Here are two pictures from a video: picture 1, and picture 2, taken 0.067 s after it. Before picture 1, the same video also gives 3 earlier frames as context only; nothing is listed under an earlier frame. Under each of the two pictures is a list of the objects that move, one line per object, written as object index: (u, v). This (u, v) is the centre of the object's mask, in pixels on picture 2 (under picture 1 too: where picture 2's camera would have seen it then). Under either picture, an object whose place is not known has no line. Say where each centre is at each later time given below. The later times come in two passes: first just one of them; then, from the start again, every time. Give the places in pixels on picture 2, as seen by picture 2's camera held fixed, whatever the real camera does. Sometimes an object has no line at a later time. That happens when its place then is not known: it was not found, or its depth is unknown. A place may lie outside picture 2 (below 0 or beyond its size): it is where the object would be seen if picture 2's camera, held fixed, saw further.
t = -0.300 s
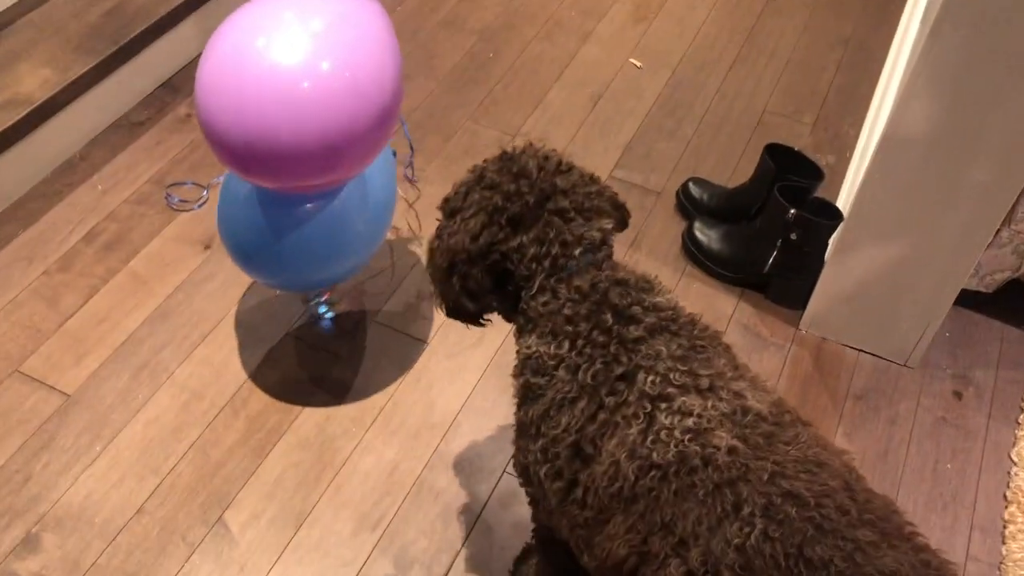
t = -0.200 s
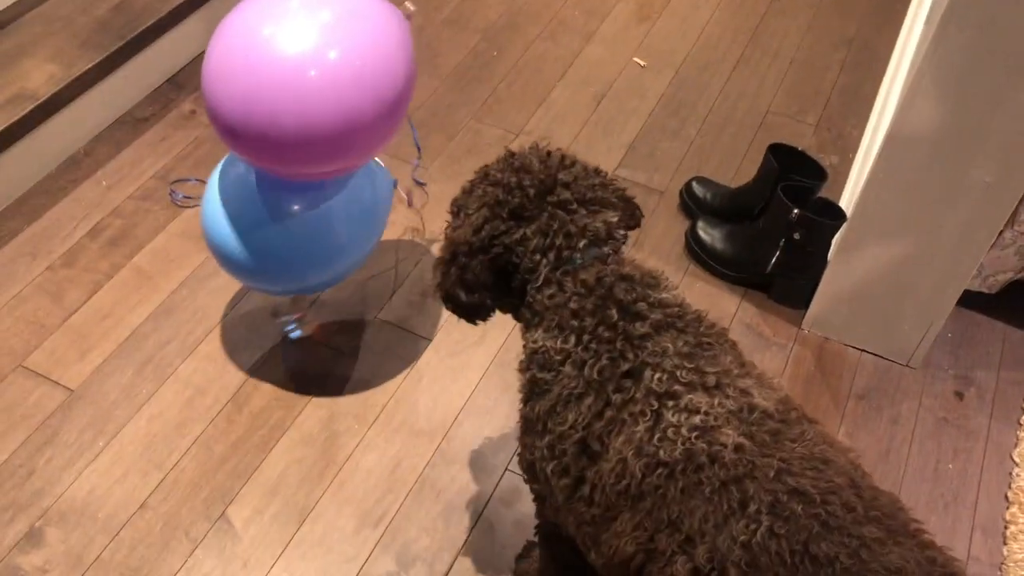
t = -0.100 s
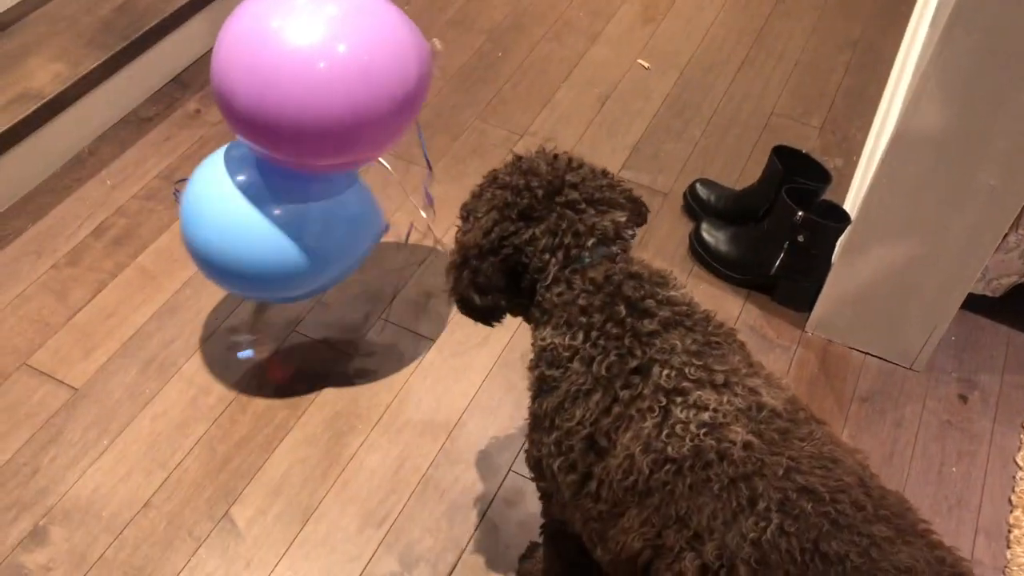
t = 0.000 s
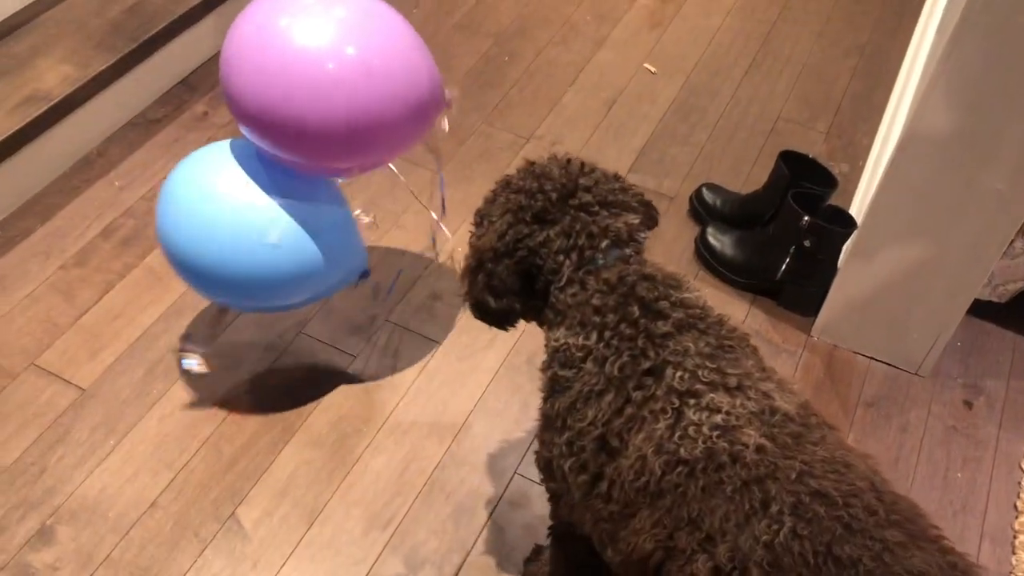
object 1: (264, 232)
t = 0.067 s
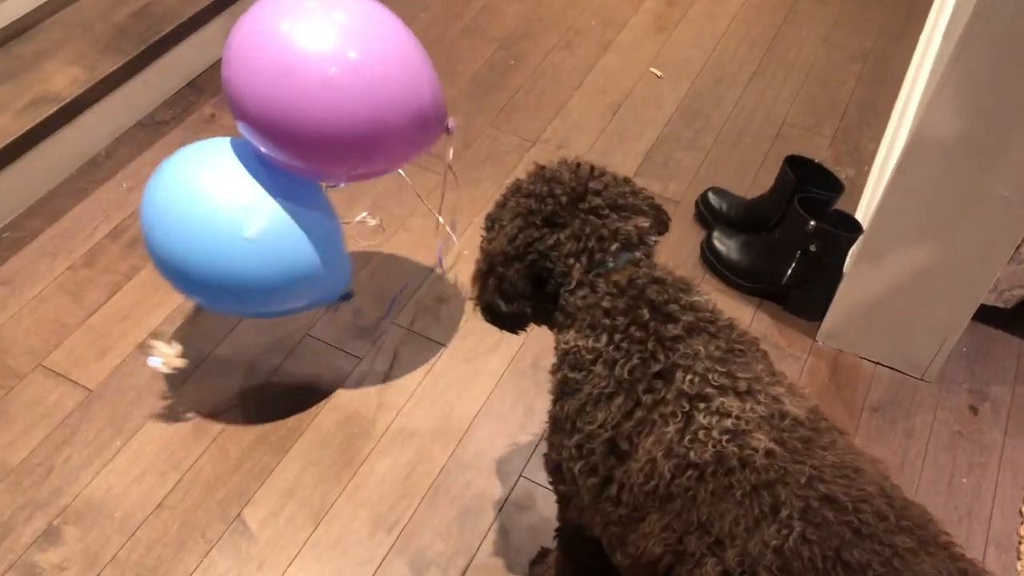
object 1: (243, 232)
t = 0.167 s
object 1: (207, 227)
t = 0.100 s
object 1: (231, 231)
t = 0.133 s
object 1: (219, 229)
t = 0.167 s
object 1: (207, 227)
